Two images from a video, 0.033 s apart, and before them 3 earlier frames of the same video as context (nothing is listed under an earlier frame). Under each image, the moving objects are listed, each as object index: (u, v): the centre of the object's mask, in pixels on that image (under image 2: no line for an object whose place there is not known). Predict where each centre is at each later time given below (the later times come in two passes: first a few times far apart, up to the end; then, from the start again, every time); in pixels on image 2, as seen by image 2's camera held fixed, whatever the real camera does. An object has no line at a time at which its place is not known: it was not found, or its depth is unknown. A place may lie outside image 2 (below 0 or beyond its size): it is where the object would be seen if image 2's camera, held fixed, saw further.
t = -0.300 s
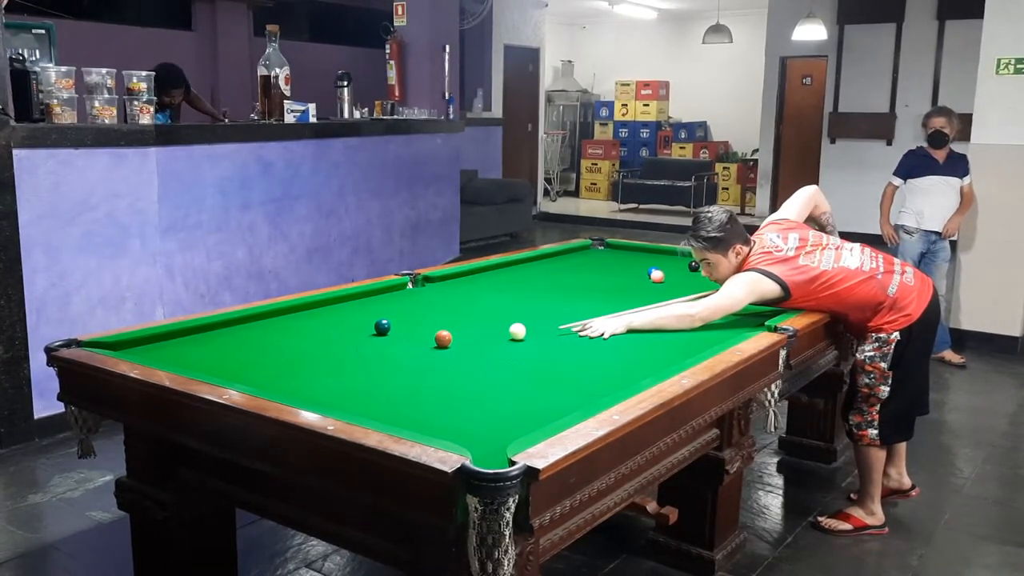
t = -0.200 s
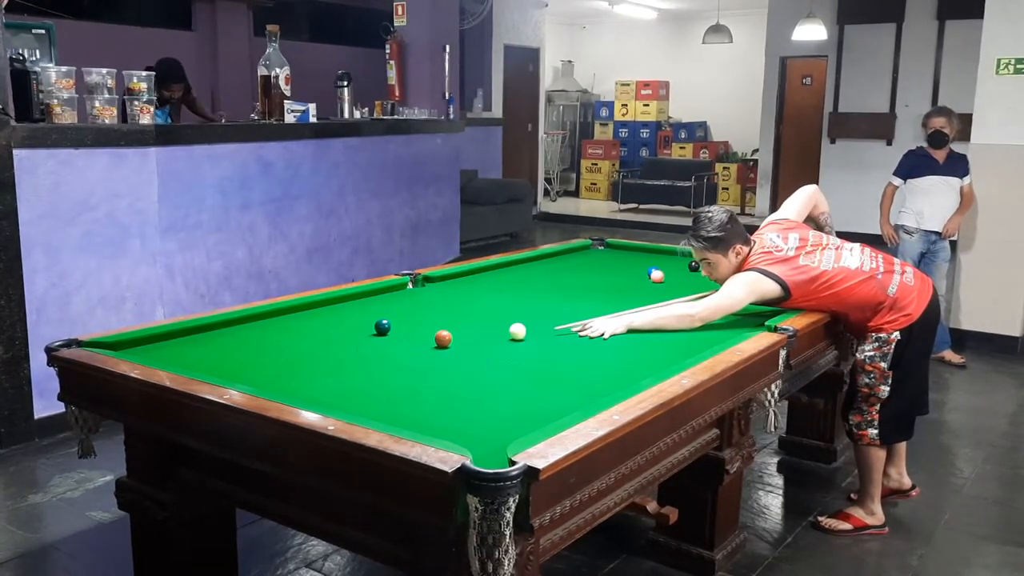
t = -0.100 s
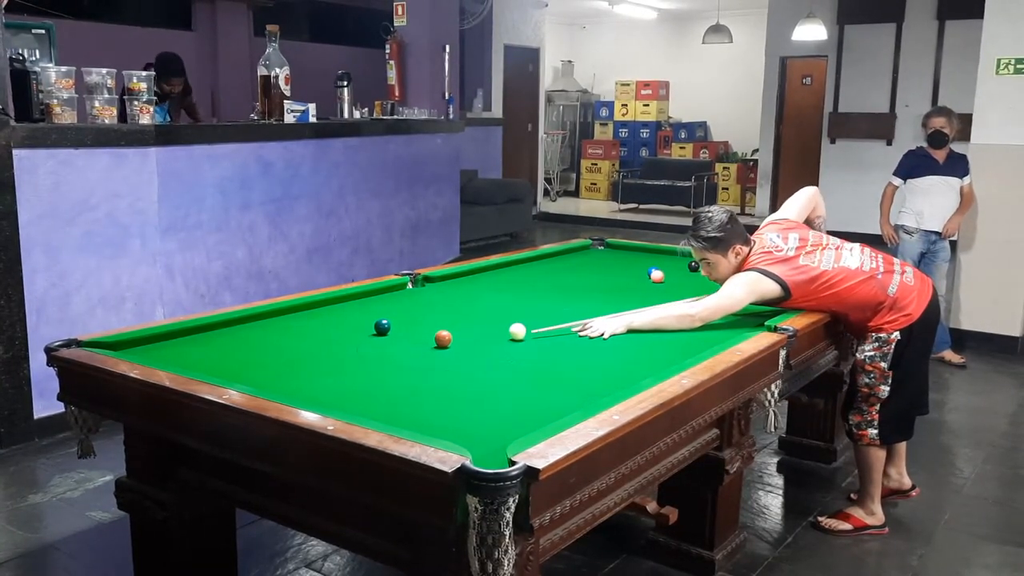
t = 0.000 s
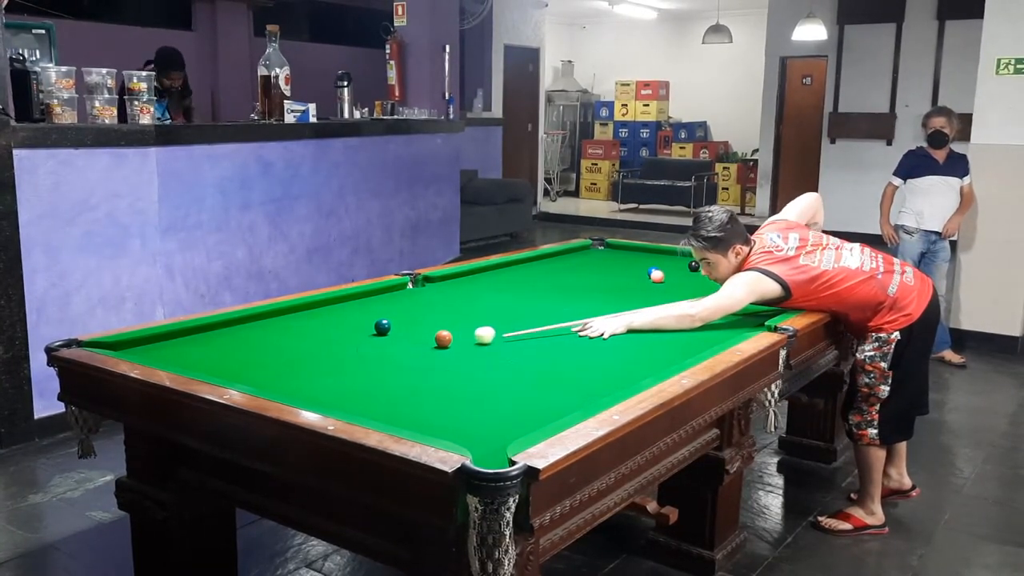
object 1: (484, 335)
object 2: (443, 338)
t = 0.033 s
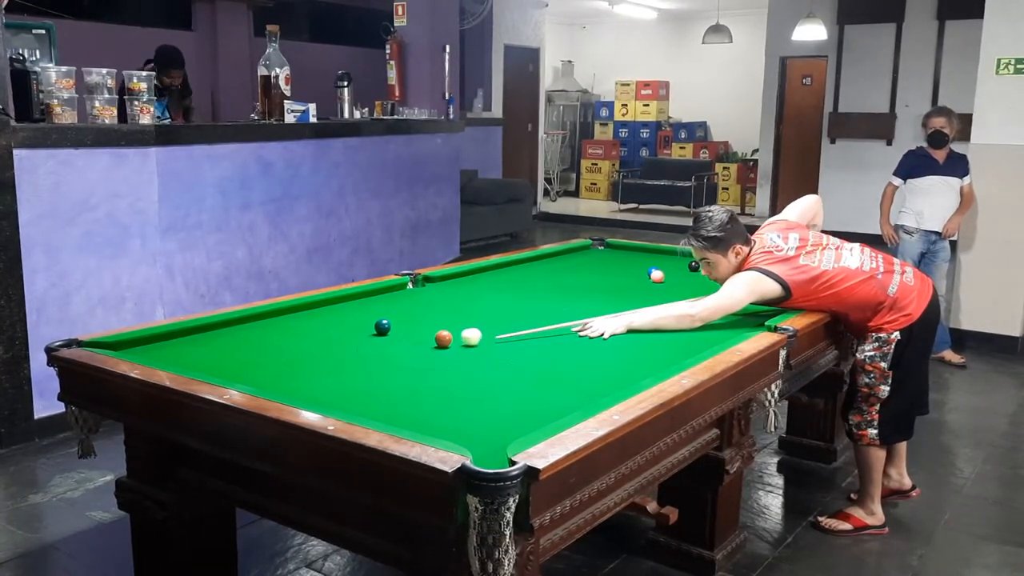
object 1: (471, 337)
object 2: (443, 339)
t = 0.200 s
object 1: (461, 342)
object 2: (398, 339)
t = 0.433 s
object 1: (462, 348)
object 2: (332, 341)
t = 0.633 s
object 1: (463, 352)
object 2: (277, 342)
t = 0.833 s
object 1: (463, 357)
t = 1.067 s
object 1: (464, 361)
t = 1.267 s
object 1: (464, 365)
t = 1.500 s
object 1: (464, 369)
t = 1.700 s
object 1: (465, 371)
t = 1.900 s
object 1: (465, 373)
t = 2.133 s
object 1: (465, 375)
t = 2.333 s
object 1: (466, 376)
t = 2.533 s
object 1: (466, 377)
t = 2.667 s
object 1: (466, 377)
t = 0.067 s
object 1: (461, 338)
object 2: (440, 338)
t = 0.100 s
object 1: (460, 339)
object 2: (429, 338)
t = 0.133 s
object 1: (461, 340)
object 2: (417, 339)
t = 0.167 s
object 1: (461, 341)
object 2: (407, 339)
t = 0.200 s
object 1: (461, 342)
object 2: (398, 339)
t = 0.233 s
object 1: (461, 343)
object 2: (388, 340)
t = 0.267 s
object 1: (461, 344)
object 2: (379, 340)
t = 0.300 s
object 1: (462, 345)
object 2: (369, 340)
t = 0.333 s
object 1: (462, 345)
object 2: (360, 340)
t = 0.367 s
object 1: (462, 346)
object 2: (351, 341)
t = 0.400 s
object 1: (462, 347)
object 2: (341, 341)
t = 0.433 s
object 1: (462, 348)
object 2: (332, 341)
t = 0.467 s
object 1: (462, 348)
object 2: (322, 341)
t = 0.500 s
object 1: (462, 349)
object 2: (313, 341)
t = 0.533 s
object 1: (463, 350)
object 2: (304, 342)
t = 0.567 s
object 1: (463, 351)
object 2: (295, 342)
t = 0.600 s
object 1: (463, 352)
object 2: (286, 342)
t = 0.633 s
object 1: (463, 352)
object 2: (277, 342)
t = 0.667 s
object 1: (463, 353)
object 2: (267, 342)
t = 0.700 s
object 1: (463, 354)
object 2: (258, 343)
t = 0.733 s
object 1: (463, 355)
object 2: (249, 343)
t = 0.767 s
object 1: (463, 355)
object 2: (240, 343)
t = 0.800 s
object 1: (463, 356)
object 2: (231, 343)
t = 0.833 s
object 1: (463, 357)
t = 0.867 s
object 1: (464, 357)
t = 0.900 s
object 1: (463, 358)
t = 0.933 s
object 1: (464, 359)
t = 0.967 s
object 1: (464, 359)
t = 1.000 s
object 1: (464, 360)
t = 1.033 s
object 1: (464, 361)
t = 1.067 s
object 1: (464, 361)
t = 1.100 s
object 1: (464, 362)
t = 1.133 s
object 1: (464, 363)
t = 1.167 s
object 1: (464, 363)
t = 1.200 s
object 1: (464, 364)
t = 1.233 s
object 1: (464, 364)
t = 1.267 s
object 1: (464, 365)
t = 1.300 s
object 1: (464, 365)
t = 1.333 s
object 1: (464, 366)
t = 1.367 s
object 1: (464, 367)
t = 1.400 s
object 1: (464, 367)
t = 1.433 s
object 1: (464, 368)
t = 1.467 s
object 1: (464, 368)
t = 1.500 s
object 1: (464, 369)
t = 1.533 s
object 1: (464, 369)
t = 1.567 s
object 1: (464, 370)
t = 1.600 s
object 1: (464, 370)
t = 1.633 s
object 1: (464, 370)
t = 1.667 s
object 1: (464, 371)
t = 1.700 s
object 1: (465, 371)
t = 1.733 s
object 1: (465, 372)
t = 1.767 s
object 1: (465, 372)
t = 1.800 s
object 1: (465, 373)
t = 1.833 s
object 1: (465, 373)
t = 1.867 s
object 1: (465, 373)
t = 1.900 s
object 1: (465, 373)
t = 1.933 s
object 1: (465, 374)
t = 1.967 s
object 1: (465, 374)
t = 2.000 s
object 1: (465, 374)
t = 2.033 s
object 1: (465, 375)
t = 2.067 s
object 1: (465, 375)
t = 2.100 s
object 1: (465, 375)
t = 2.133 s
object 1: (465, 375)
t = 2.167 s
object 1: (466, 376)
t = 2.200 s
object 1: (466, 376)
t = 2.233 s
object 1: (466, 376)
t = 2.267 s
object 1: (466, 376)
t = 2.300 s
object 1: (466, 376)
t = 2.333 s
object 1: (466, 376)
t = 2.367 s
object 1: (466, 376)
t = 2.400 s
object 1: (466, 377)
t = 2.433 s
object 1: (466, 377)
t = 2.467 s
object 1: (466, 377)
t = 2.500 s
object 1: (466, 377)
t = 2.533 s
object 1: (466, 377)
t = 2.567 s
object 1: (466, 377)
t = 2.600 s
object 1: (466, 377)
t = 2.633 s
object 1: (466, 377)
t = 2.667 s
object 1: (466, 377)
